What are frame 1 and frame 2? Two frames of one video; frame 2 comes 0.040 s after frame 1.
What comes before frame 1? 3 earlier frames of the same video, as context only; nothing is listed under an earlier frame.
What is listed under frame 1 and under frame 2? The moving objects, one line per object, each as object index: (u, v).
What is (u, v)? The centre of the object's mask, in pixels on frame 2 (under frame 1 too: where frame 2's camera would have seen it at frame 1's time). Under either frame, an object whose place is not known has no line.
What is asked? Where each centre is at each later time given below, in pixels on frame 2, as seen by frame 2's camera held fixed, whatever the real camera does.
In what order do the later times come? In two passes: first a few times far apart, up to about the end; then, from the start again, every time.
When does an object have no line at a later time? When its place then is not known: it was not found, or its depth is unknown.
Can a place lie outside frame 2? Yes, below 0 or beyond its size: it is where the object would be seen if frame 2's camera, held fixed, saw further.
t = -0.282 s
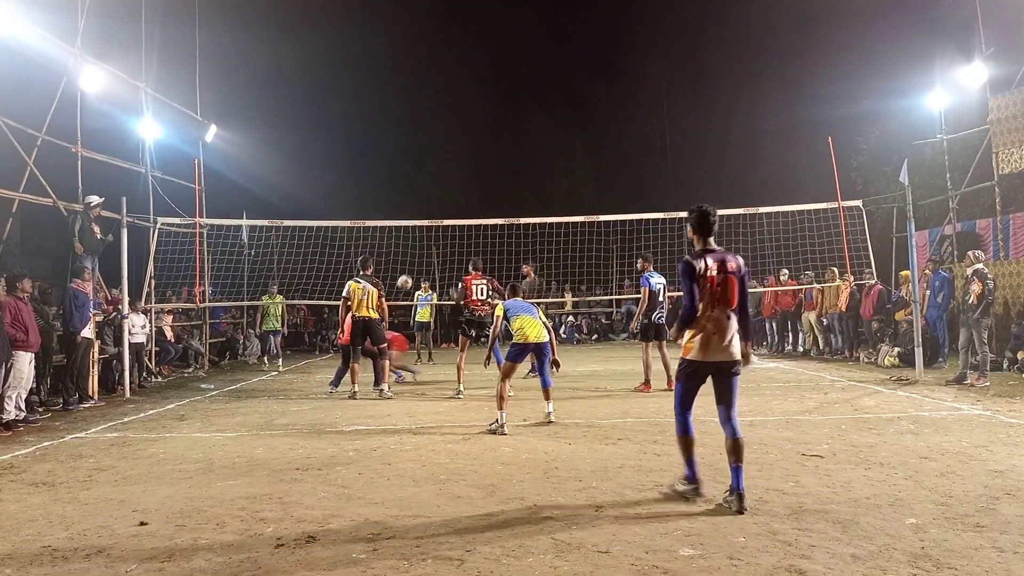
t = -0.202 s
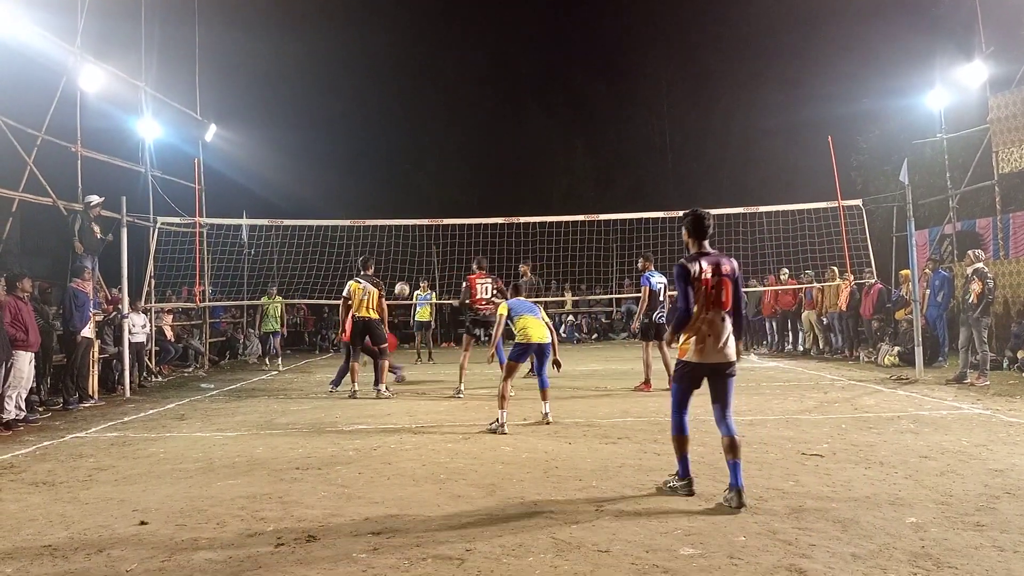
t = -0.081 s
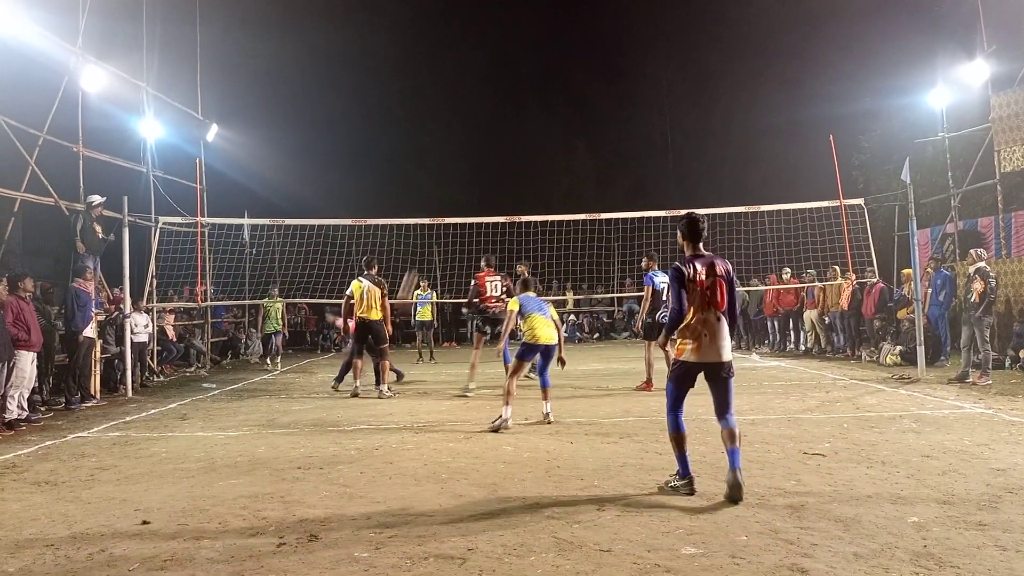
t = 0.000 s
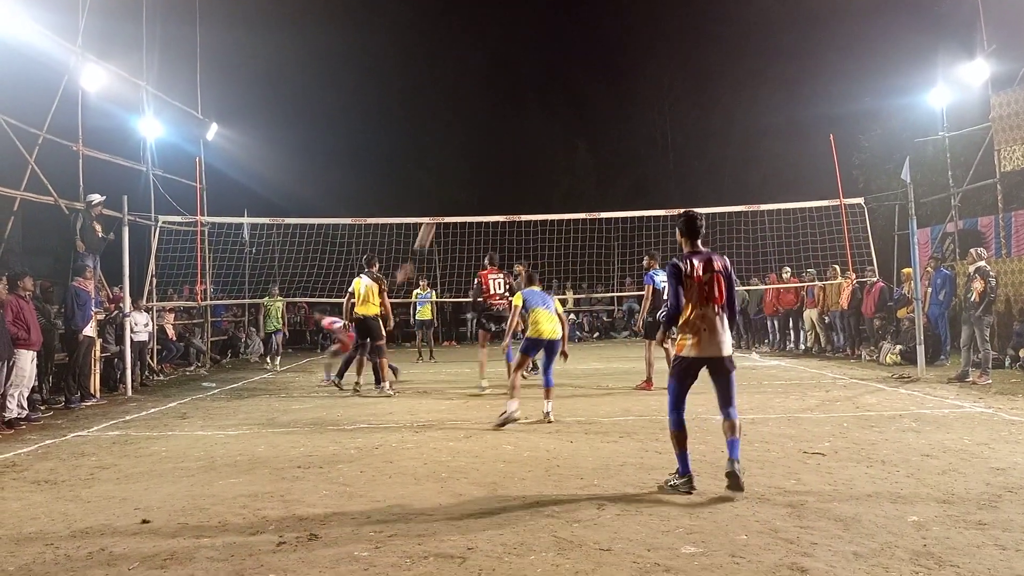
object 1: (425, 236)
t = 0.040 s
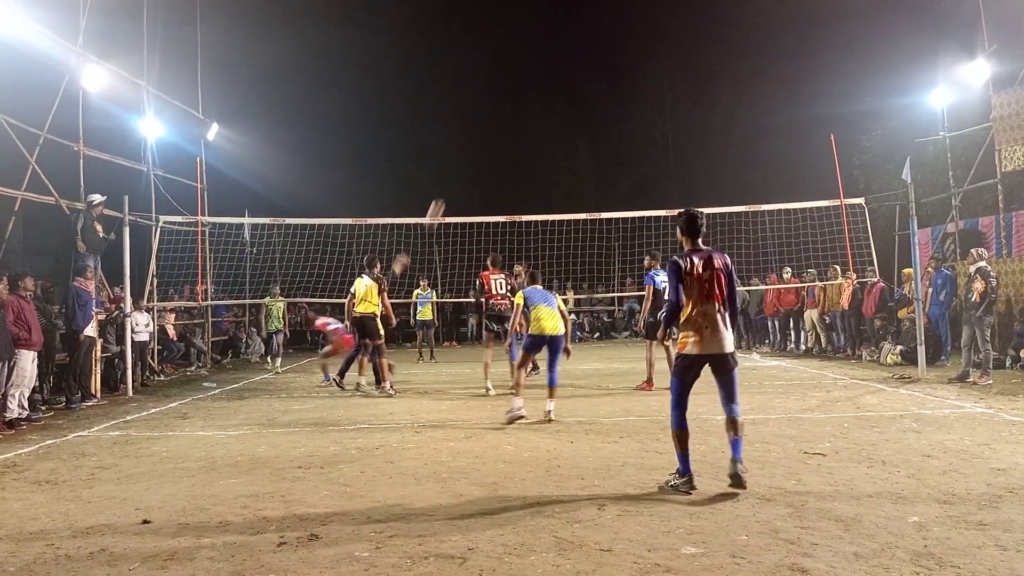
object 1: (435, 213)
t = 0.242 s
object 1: (478, 119)
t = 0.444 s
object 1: (519, 54)
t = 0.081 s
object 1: (443, 193)
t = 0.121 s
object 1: (452, 173)
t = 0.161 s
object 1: (461, 154)
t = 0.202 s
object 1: (469, 136)
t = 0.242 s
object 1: (478, 119)
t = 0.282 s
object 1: (486, 104)
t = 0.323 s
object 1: (494, 90)
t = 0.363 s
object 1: (503, 77)
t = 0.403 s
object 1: (511, 65)
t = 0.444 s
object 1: (519, 54)
